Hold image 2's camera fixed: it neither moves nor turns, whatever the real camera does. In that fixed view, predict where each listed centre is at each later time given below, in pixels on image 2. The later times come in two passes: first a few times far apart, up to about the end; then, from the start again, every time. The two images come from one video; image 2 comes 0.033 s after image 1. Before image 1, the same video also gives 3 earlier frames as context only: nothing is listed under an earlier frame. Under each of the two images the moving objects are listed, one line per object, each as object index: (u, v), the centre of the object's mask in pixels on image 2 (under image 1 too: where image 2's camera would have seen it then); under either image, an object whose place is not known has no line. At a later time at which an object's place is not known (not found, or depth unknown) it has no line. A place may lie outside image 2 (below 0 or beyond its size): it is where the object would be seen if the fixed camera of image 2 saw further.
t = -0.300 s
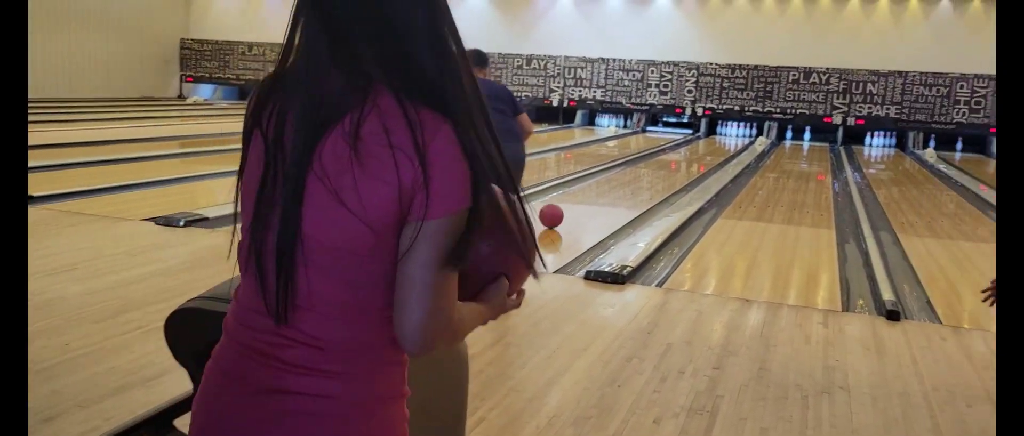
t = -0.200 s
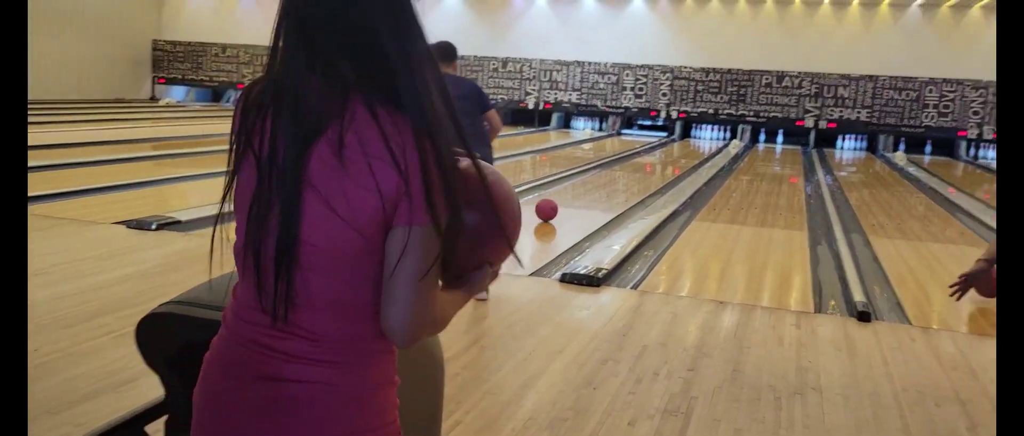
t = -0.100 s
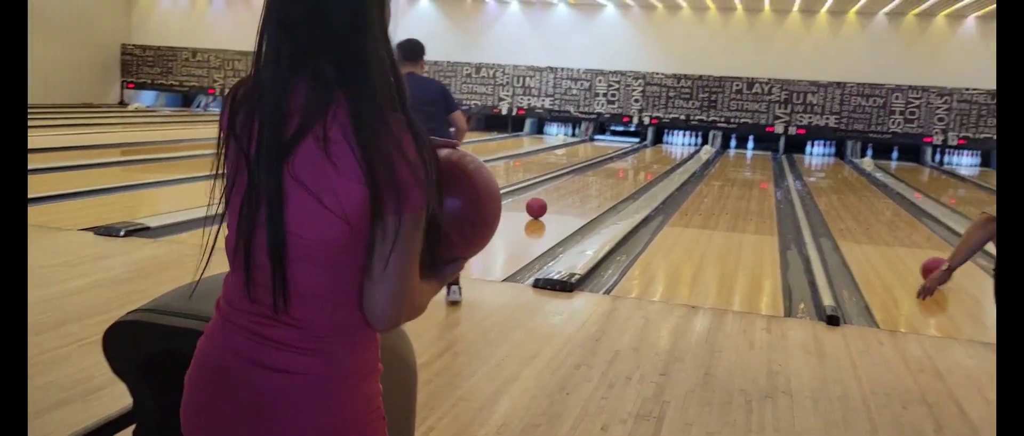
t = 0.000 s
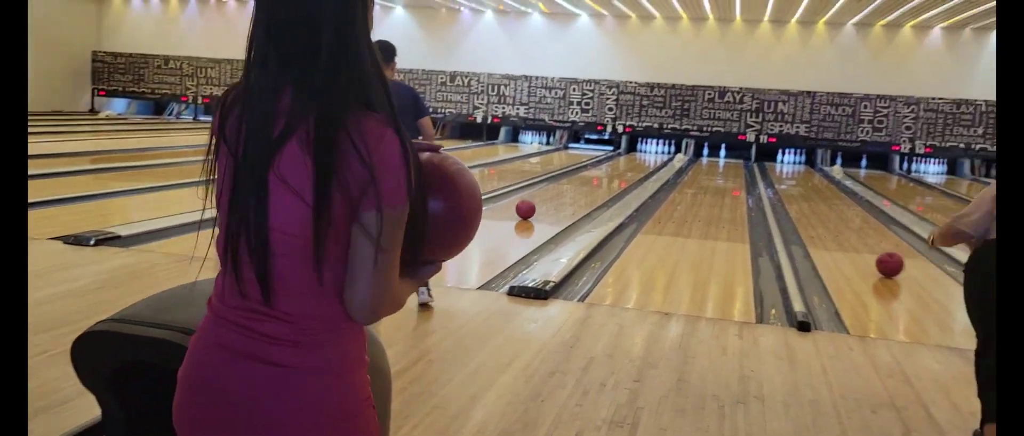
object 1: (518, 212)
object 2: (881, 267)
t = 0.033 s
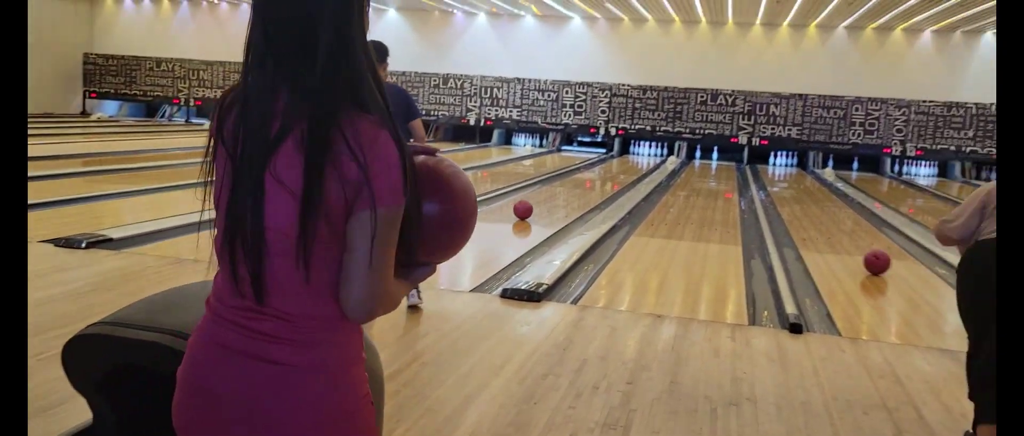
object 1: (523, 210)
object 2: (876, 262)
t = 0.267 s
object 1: (548, 199)
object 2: (851, 239)
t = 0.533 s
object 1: (570, 190)
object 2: (829, 221)
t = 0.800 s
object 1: (588, 182)
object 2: (814, 208)
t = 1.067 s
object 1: (601, 177)
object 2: (802, 198)
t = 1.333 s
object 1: (613, 173)
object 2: (792, 191)
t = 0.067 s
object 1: (527, 208)
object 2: (872, 258)
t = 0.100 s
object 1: (531, 206)
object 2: (868, 254)
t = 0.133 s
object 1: (535, 205)
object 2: (865, 251)
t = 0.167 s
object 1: (538, 203)
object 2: (861, 248)
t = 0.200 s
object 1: (541, 202)
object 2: (857, 244)
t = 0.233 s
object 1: (545, 200)
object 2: (854, 242)
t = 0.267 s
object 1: (548, 199)
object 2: (851, 239)
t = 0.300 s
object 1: (551, 198)
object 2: (848, 236)
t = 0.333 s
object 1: (554, 196)
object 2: (845, 234)
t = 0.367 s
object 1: (557, 195)
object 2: (842, 232)
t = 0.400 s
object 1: (560, 194)
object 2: (839, 229)
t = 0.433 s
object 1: (563, 193)
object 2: (837, 227)
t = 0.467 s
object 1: (565, 192)
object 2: (834, 225)
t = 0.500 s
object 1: (567, 191)
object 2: (832, 223)
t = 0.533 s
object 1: (570, 190)
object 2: (829, 221)
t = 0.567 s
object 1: (572, 189)
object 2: (827, 220)
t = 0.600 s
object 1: (575, 188)
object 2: (825, 218)
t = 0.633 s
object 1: (577, 187)
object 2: (823, 216)
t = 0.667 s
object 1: (579, 186)
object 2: (821, 214)
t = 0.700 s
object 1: (581, 184)
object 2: (819, 213)
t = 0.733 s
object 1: (583, 184)
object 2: (817, 211)
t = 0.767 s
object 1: (586, 183)
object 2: (815, 210)
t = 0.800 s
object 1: (588, 182)
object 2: (814, 208)
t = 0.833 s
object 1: (589, 182)
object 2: (812, 206)
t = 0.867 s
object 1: (591, 181)
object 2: (810, 205)
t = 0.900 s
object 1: (593, 180)
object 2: (809, 204)
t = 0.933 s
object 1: (595, 180)
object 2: (807, 203)
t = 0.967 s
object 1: (596, 179)
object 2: (806, 202)
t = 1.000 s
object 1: (598, 179)
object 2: (804, 201)
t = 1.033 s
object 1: (600, 178)
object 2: (803, 200)
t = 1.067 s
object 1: (601, 177)
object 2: (802, 198)
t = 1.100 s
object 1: (603, 177)
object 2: (800, 198)
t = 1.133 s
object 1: (604, 176)
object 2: (799, 197)
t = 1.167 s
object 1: (606, 176)
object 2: (798, 196)
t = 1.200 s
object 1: (607, 175)
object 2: (796, 195)
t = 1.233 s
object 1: (608, 175)
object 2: (795, 194)
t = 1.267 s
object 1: (610, 174)
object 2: (794, 193)
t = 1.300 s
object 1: (612, 173)
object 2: (793, 192)
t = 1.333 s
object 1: (613, 173)
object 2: (792, 191)
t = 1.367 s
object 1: (614, 172)
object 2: (791, 190)
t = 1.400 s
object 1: (615, 172)
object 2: (790, 189)
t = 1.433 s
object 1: (616, 171)
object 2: (789, 189)
